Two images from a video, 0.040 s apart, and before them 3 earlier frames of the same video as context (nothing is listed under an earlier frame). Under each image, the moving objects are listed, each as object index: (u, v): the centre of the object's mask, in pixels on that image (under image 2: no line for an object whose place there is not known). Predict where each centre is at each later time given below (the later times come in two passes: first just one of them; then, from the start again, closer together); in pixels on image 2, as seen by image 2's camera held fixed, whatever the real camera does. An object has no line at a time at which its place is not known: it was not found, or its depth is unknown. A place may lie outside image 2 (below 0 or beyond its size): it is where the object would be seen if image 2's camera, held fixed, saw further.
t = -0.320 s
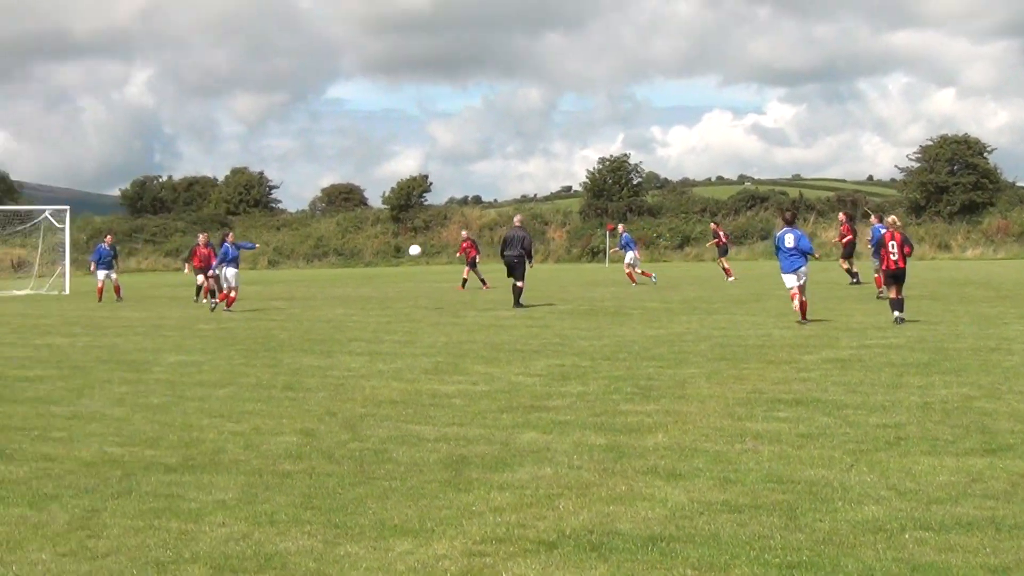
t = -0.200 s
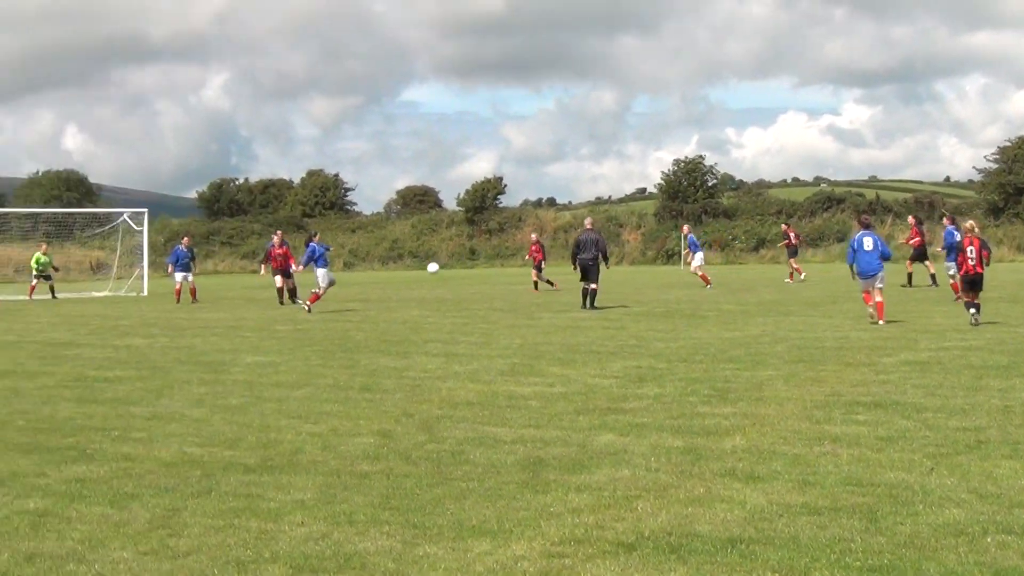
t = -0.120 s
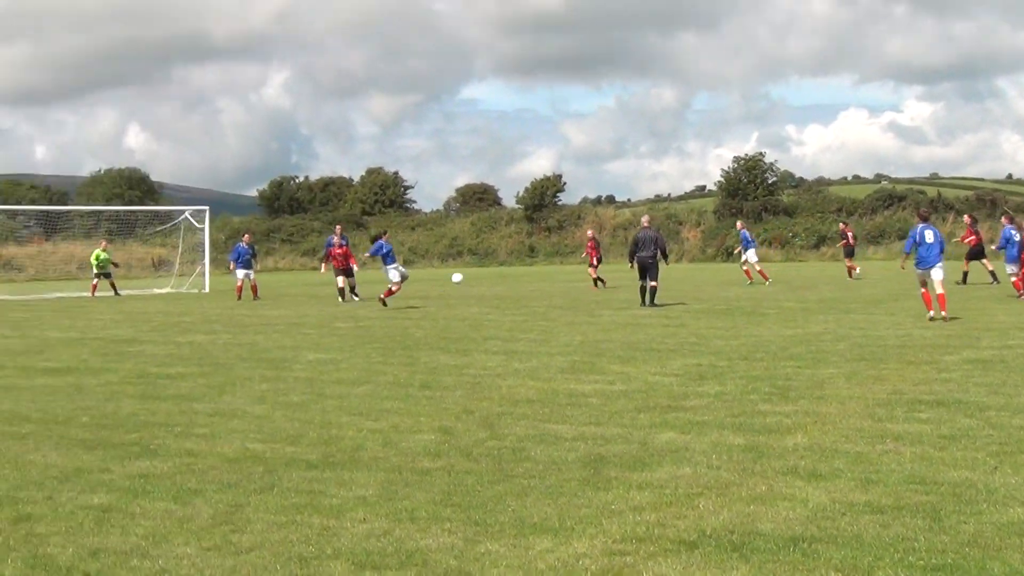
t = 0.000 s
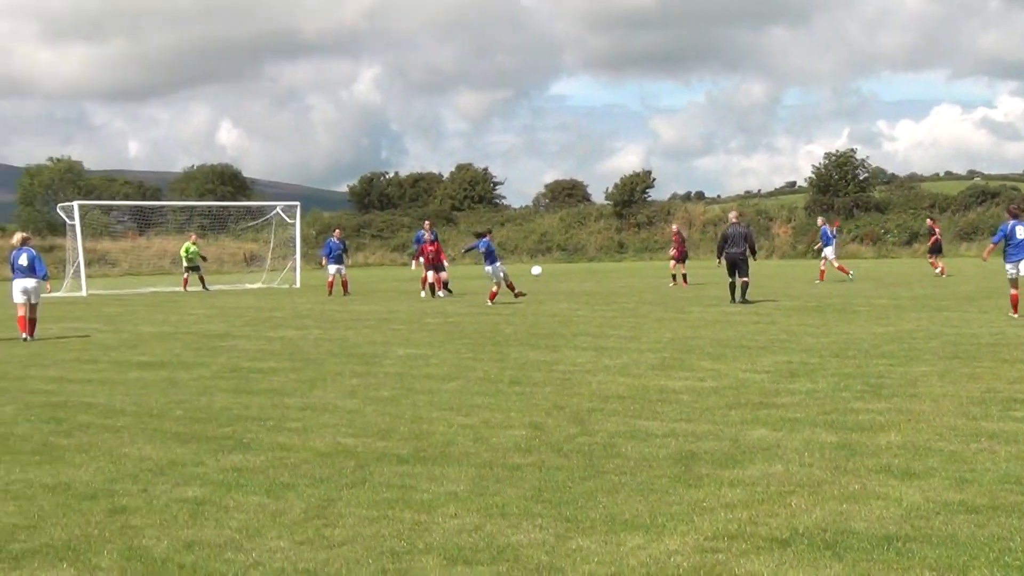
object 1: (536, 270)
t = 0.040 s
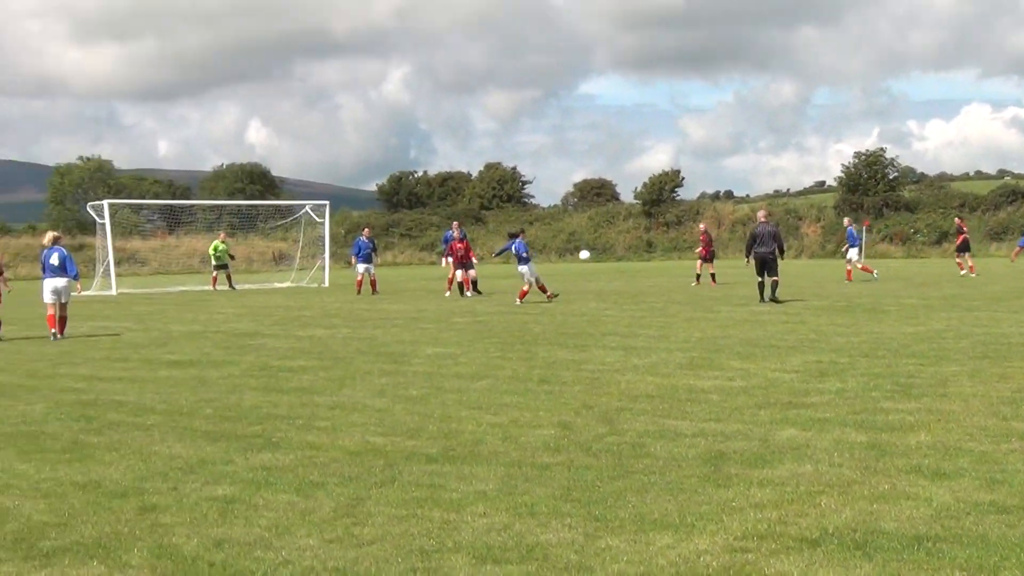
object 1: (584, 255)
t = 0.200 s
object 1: (656, 207)
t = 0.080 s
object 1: (602, 240)
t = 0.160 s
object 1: (639, 217)
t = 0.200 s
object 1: (656, 207)
